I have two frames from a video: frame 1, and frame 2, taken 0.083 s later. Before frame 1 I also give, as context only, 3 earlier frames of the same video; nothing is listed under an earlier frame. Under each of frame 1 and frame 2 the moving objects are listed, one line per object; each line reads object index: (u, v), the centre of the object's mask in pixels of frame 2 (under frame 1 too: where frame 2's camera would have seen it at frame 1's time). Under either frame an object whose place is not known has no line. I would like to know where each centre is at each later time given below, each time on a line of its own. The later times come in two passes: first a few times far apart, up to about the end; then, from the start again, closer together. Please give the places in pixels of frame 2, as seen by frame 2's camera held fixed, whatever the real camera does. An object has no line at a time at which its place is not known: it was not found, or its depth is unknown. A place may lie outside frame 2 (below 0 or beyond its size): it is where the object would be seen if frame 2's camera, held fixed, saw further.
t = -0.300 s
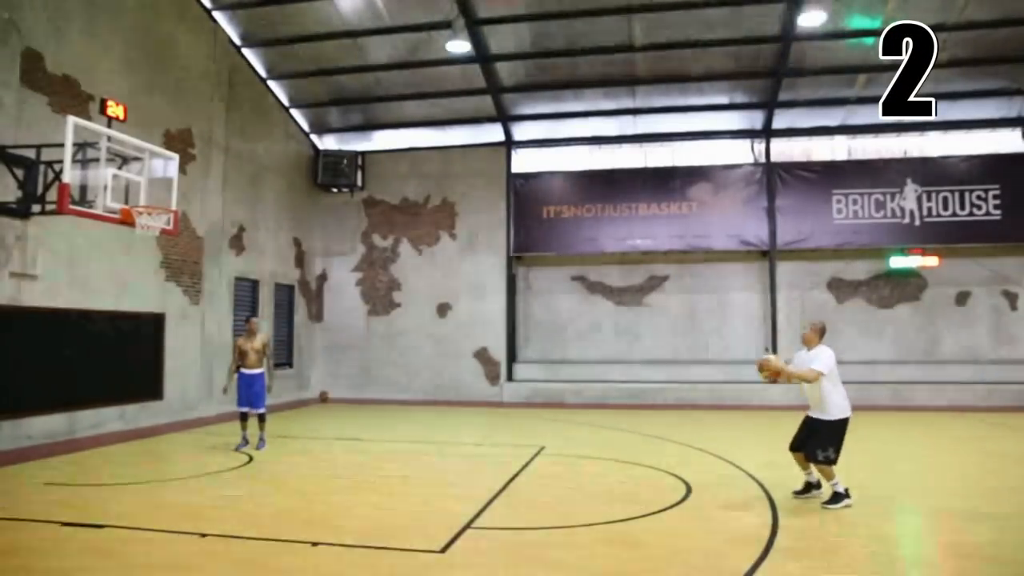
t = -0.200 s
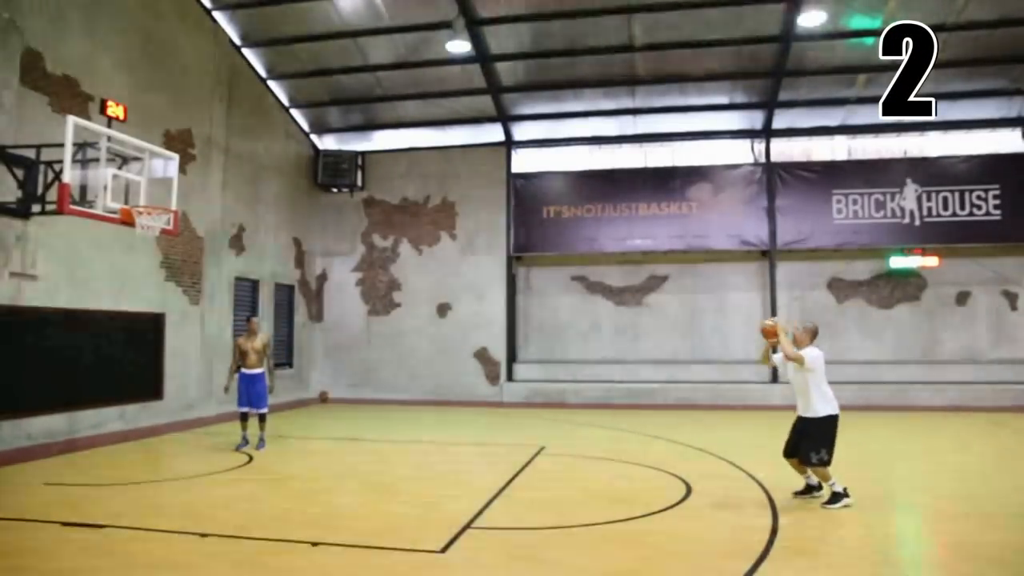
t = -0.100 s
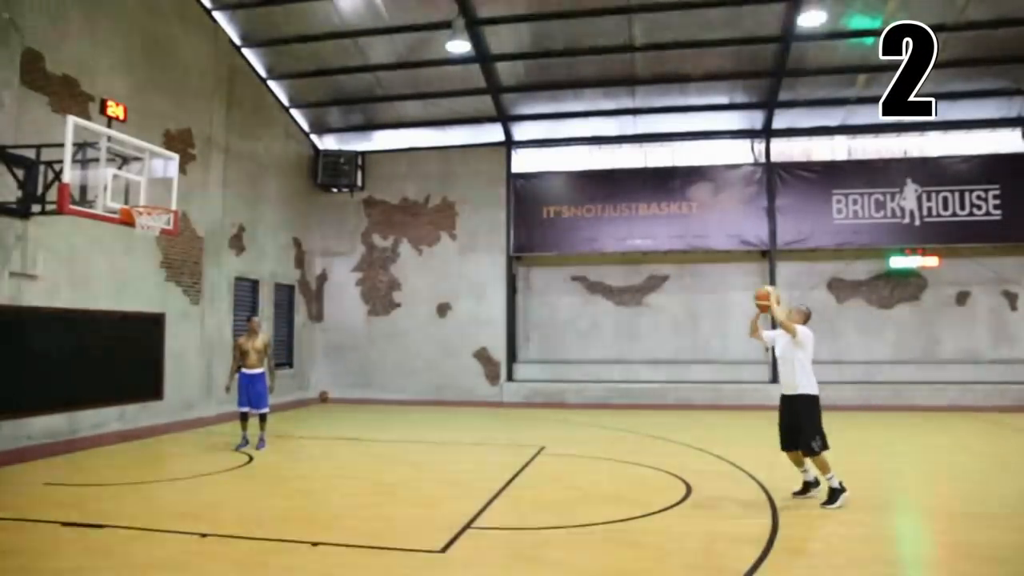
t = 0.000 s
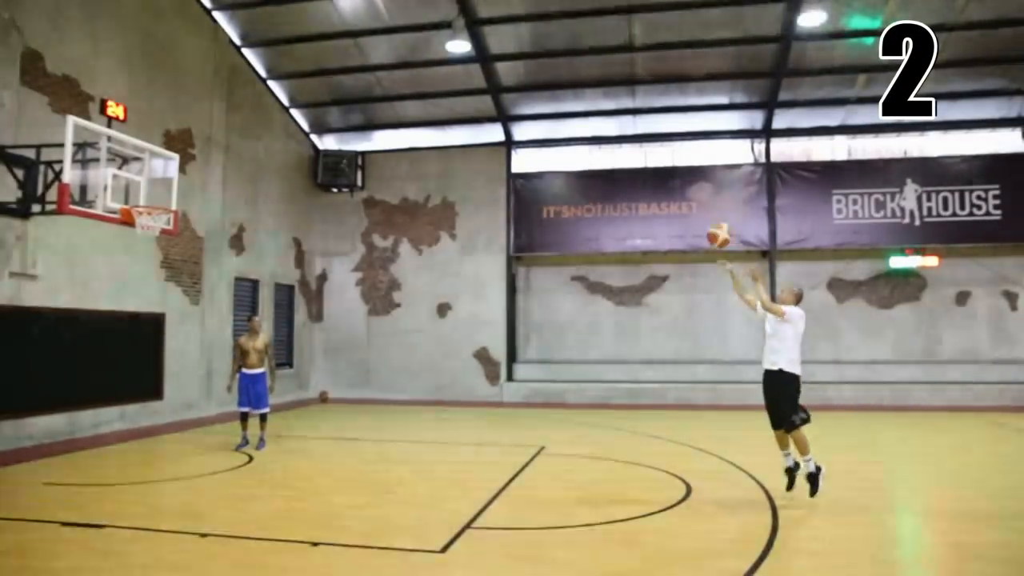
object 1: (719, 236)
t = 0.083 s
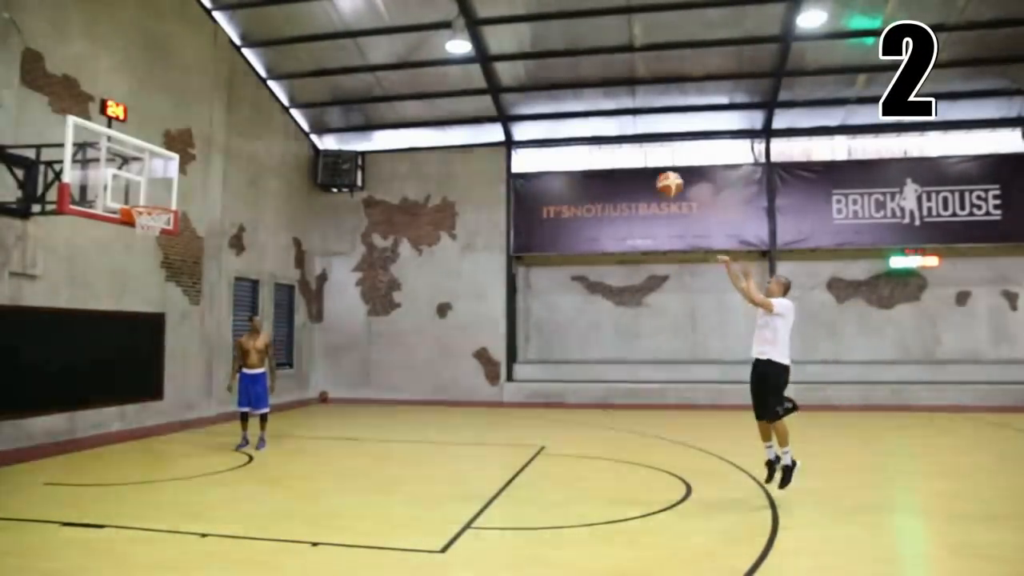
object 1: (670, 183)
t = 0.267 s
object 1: (566, 103)
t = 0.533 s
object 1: (435, 51)
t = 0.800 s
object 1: (321, 62)
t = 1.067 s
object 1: (219, 129)
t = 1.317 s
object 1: (149, 206)
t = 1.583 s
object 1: (155, 208)
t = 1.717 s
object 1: (147, 212)
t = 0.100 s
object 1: (660, 176)
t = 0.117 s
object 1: (650, 167)
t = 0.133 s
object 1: (640, 159)
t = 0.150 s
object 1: (630, 149)
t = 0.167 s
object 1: (622, 142)
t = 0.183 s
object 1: (612, 136)
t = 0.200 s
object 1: (603, 128)
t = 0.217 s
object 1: (593, 121)
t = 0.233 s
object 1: (585, 114)
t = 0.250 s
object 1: (575, 108)
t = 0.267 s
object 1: (566, 103)
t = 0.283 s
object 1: (558, 97)
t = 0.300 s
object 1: (549, 91)
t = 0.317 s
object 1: (540, 87)
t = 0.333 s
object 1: (532, 82)
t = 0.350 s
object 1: (523, 78)
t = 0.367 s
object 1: (515, 75)
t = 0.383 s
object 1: (505, 71)
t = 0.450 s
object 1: (475, 59)
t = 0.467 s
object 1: (468, 57)
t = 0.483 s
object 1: (459, 55)
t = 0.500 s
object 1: (450, 53)
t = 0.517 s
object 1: (443, 51)
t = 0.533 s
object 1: (435, 51)
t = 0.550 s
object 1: (427, 48)
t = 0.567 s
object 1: (420, 48)
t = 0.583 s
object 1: (413, 48)
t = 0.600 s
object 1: (406, 47)
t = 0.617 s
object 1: (399, 48)
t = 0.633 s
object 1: (391, 47)
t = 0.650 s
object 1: (384, 48)
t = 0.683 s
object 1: (369, 49)
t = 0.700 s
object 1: (362, 50)
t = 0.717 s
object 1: (356, 52)
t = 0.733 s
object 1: (348, 53)
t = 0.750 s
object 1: (342, 55)
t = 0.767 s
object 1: (335, 57)
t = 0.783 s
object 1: (328, 59)
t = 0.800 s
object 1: (321, 62)
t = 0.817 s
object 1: (314, 65)
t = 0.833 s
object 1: (308, 67)
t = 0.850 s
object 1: (301, 70)
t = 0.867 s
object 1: (295, 74)
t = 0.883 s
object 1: (288, 78)
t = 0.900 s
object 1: (281, 80)
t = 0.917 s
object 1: (275, 84)
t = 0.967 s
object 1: (256, 98)
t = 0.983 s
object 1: (249, 103)
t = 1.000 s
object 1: (243, 107)
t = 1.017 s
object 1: (237, 112)
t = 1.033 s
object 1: (231, 118)
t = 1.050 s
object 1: (225, 123)
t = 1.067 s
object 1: (219, 129)
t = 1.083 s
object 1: (213, 135)
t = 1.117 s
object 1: (201, 147)
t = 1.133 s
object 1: (194, 153)
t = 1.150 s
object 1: (190, 159)
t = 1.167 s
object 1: (182, 167)
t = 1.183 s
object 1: (178, 175)
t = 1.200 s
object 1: (171, 182)
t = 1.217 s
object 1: (165, 188)
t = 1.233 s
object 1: (160, 197)
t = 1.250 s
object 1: (155, 206)
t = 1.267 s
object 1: (151, 206)
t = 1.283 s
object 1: (149, 207)
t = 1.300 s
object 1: (149, 208)
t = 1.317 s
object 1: (149, 206)
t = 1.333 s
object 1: (153, 208)
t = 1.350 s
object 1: (158, 207)
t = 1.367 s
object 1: (161, 205)
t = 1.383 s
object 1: (158, 206)
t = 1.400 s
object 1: (153, 206)
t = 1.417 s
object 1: (148, 205)
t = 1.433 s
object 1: (146, 207)
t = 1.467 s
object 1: (146, 207)
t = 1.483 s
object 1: (148, 206)
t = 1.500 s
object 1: (150, 206)
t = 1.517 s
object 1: (153, 207)
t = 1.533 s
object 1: (154, 207)
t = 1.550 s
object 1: (156, 209)
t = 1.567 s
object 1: (156, 208)
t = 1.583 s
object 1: (155, 208)
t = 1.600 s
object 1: (157, 210)
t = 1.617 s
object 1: (156, 211)
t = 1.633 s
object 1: (156, 211)
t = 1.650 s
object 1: (152, 210)
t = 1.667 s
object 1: (151, 210)
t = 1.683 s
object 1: (151, 210)
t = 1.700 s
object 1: (148, 211)
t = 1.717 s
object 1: (147, 212)
